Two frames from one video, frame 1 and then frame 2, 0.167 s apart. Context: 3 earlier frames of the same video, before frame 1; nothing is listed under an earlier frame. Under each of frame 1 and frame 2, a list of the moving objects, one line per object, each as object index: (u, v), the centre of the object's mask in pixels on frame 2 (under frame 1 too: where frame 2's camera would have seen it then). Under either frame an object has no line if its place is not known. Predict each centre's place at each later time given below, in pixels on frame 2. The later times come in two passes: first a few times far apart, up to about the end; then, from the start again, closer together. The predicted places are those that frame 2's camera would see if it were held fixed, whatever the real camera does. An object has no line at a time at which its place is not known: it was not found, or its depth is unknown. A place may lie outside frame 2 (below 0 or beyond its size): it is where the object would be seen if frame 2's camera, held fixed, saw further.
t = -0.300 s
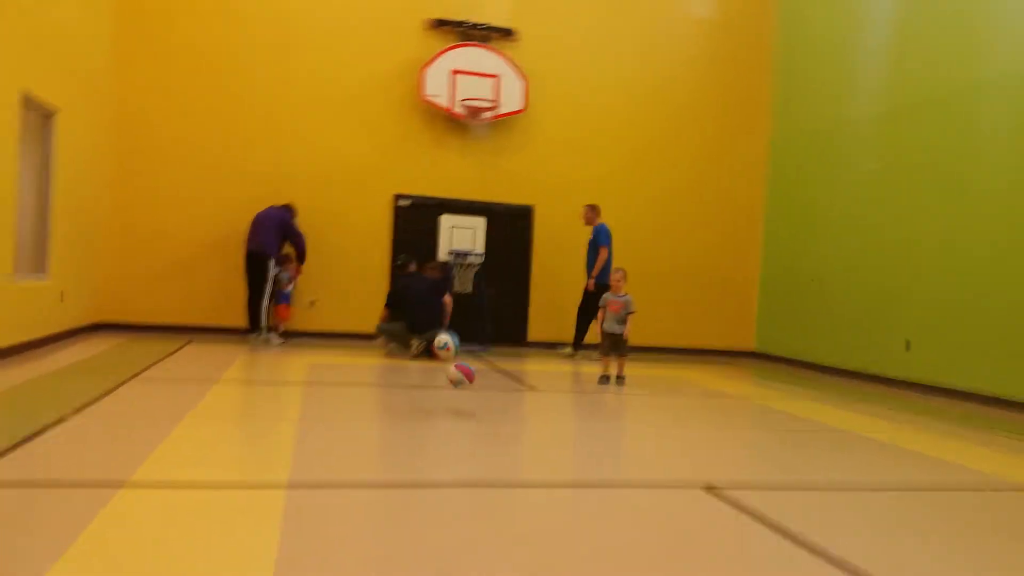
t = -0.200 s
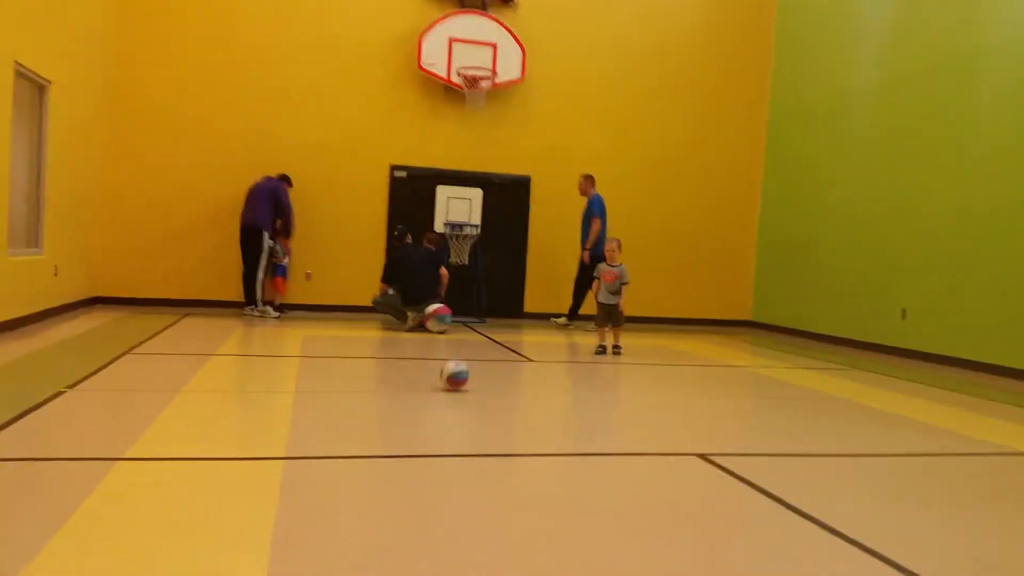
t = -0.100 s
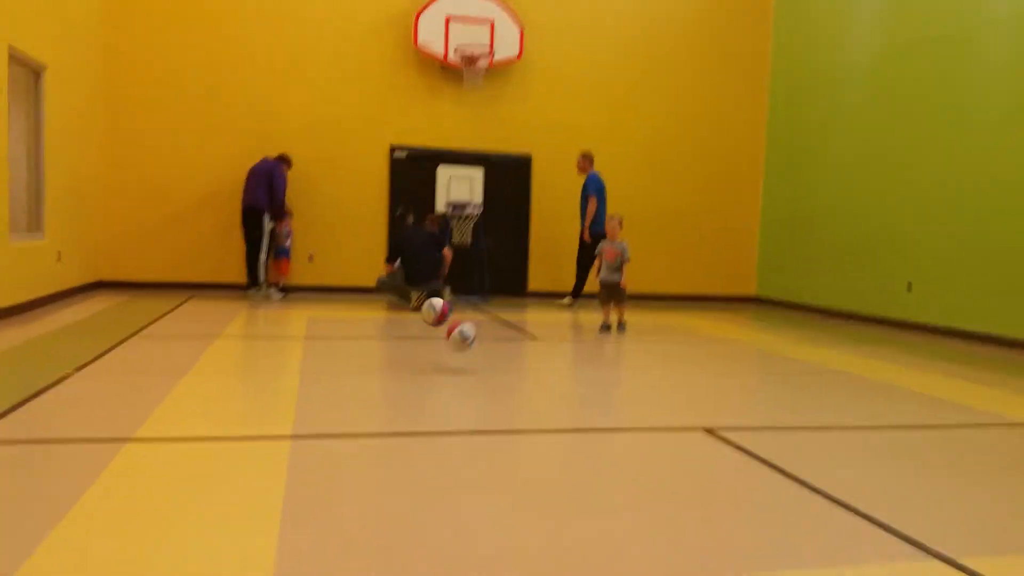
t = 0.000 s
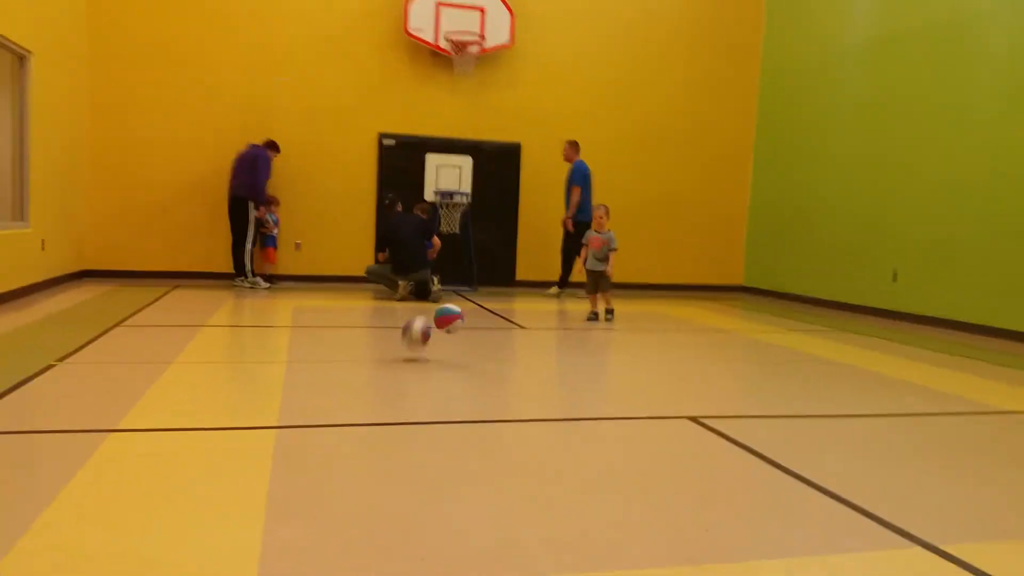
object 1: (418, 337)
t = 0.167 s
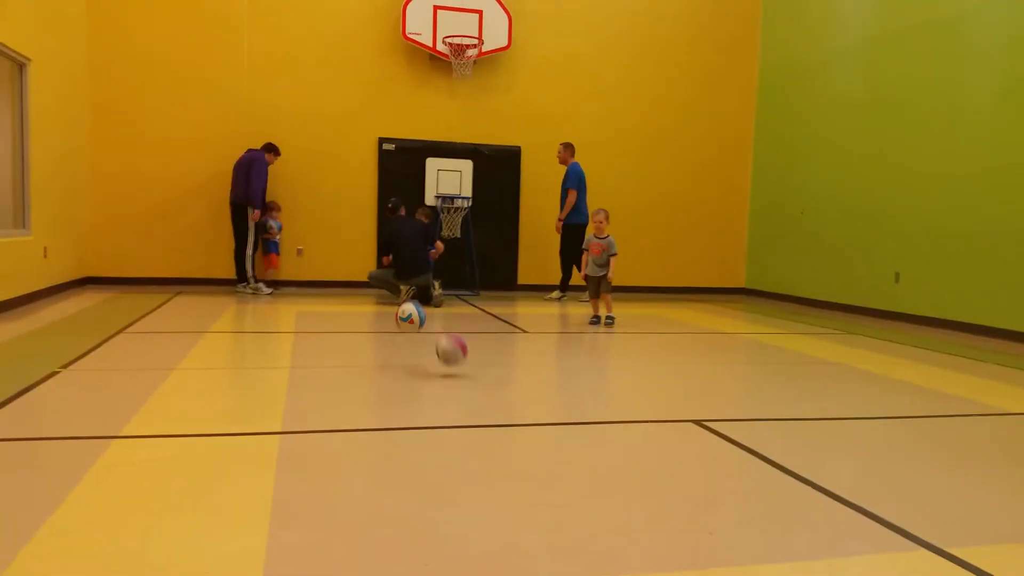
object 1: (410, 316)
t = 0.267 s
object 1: (405, 307)
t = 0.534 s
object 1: (386, 367)
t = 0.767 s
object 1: (371, 328)
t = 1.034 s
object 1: (347, 374)
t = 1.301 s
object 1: (322, 362)
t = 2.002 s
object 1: (237, 402)
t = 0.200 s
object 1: (409, 312)
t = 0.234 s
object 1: (407, 310)
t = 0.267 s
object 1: (405, 307)
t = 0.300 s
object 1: (403, 307)
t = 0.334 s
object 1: (401, 311)
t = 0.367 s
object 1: (399, 315)
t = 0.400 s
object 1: (397, 322)
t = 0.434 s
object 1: (394, 331)
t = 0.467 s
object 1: (392, 343)
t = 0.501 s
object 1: (389, 354)
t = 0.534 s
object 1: (386, 367)
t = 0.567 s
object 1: (383, 357)
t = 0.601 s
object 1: (381, 348)
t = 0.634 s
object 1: (380, 340)
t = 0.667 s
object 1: (378, 333)
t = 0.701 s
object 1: (377, 330)
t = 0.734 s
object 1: (373, 328)
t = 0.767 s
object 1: (371, 328)
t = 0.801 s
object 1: (368, 330)
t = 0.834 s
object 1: (365, 335)
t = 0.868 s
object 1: (362, 342)
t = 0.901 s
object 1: (358, 350)
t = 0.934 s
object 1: (355, 362)
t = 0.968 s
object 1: (353, 376)
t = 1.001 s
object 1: (350, 387)
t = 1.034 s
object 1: (347, 374)
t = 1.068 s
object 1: (344, 365)
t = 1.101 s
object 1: (341, 359)
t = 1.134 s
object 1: (339, 354)
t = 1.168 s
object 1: (336, 351)
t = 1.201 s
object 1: (331, 350)
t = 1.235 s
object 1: (329, 352)
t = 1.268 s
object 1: (325, 356)
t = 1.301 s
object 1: (322, 362)
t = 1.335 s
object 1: (318, 374)
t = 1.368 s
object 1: (314, 386)
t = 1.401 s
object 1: (308, 402)
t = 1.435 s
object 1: (305, 402)
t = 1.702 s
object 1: (276, 387)
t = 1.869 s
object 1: (252, 420)
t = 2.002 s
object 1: (237, 402)
